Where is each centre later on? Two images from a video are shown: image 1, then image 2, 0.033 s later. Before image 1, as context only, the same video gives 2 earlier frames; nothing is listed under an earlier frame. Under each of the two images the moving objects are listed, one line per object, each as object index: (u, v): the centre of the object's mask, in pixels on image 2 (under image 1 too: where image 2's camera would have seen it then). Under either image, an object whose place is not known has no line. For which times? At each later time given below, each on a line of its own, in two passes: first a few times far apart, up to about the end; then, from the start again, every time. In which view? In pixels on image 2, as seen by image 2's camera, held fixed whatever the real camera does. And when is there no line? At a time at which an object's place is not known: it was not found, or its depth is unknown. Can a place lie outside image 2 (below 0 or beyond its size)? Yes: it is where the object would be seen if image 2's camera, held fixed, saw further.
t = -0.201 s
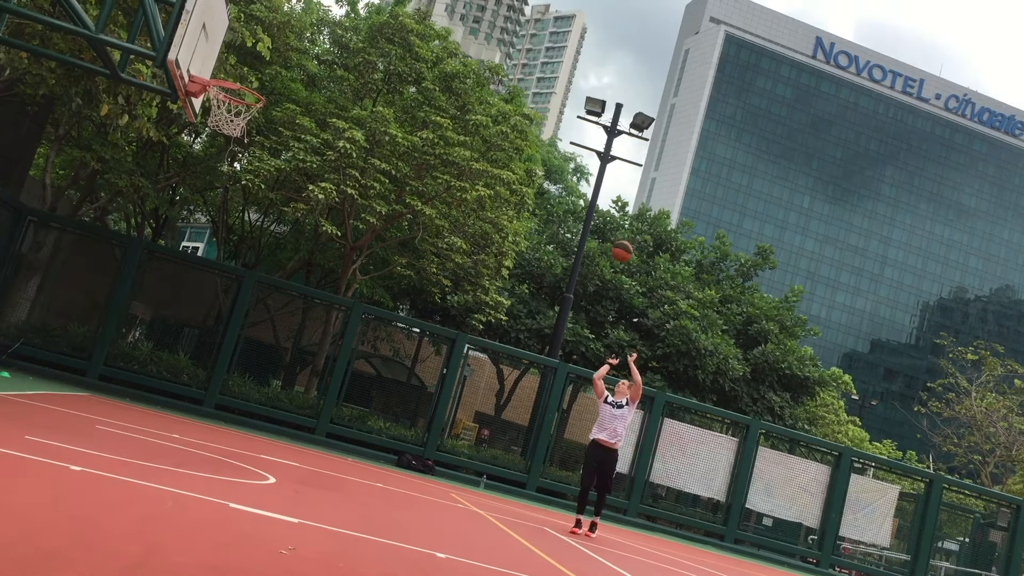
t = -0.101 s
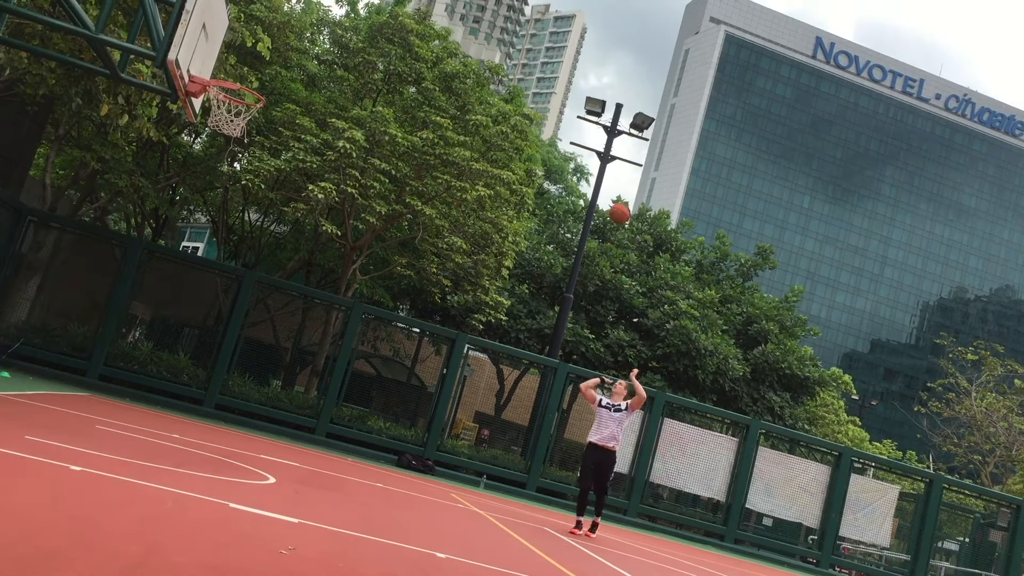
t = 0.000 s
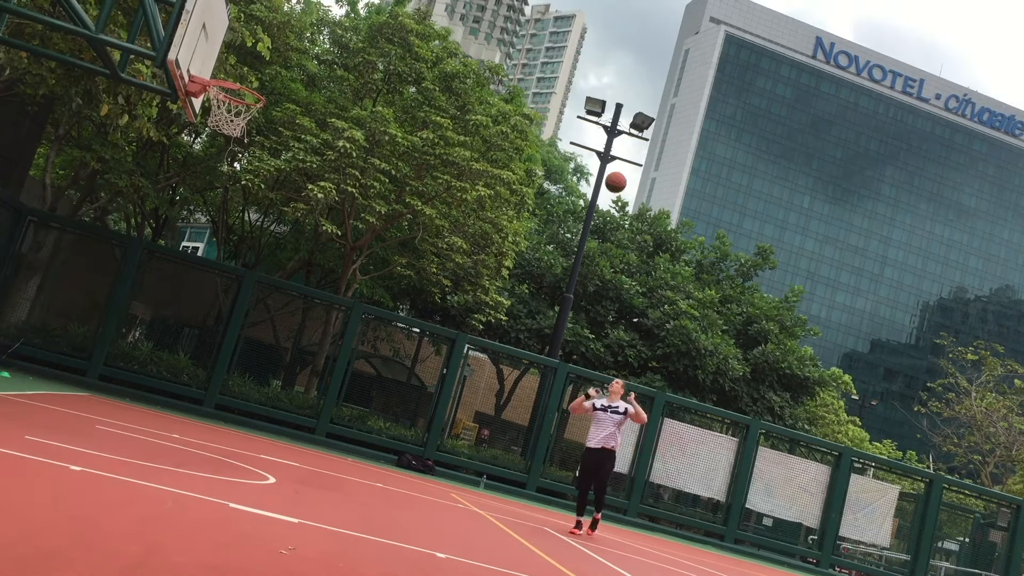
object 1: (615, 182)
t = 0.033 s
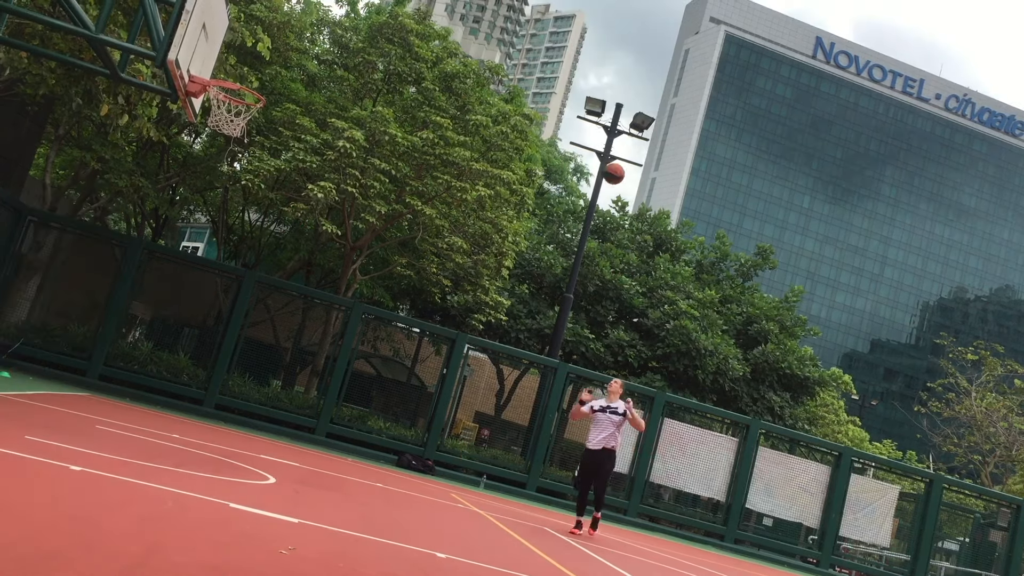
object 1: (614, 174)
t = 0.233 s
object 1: (597, 139)
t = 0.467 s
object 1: (564, 140)
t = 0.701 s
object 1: (515, 190)
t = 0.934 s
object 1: (443, 301)
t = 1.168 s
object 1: (345, 480)
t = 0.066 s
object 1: (612, 166)
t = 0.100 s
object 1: (609, 159)
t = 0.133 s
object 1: (607, 153)
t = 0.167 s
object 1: (604, 148)
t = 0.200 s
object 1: (601, 143)
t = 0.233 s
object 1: (597, 139)
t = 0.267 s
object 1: (593, 137)
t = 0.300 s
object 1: (589, 135)
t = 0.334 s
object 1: (584, 134)
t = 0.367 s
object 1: (580, 134)
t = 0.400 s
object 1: (575, 135)
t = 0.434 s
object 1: (569, 137)
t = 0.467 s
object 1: (564, 140)
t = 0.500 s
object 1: (558, 143)
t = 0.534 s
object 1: (552, 148)
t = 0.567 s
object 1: (544, 155)
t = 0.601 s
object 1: (537, 162)
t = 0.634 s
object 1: (530, 169)
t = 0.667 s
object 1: (523, 179)
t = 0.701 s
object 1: (515, 190)
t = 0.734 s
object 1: (506, 201)
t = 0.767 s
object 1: (497, 215)
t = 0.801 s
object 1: (487, 229)
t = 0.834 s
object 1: (477, 245)
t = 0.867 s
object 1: (466, 262)
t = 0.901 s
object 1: (455, 281)
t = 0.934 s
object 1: (443, 301)
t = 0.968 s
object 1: (430, 322)
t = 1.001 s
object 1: (417, 345)
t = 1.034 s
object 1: (404, 371)
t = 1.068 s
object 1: (389, 398)
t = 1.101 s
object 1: (375, 426)
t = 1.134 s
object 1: (359, 456)
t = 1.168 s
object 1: (345, 480)
